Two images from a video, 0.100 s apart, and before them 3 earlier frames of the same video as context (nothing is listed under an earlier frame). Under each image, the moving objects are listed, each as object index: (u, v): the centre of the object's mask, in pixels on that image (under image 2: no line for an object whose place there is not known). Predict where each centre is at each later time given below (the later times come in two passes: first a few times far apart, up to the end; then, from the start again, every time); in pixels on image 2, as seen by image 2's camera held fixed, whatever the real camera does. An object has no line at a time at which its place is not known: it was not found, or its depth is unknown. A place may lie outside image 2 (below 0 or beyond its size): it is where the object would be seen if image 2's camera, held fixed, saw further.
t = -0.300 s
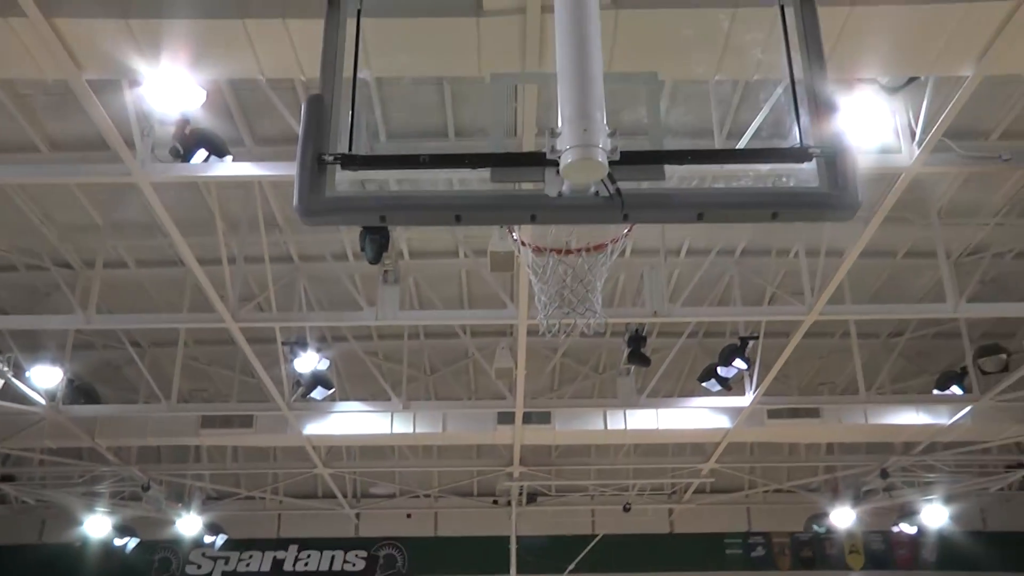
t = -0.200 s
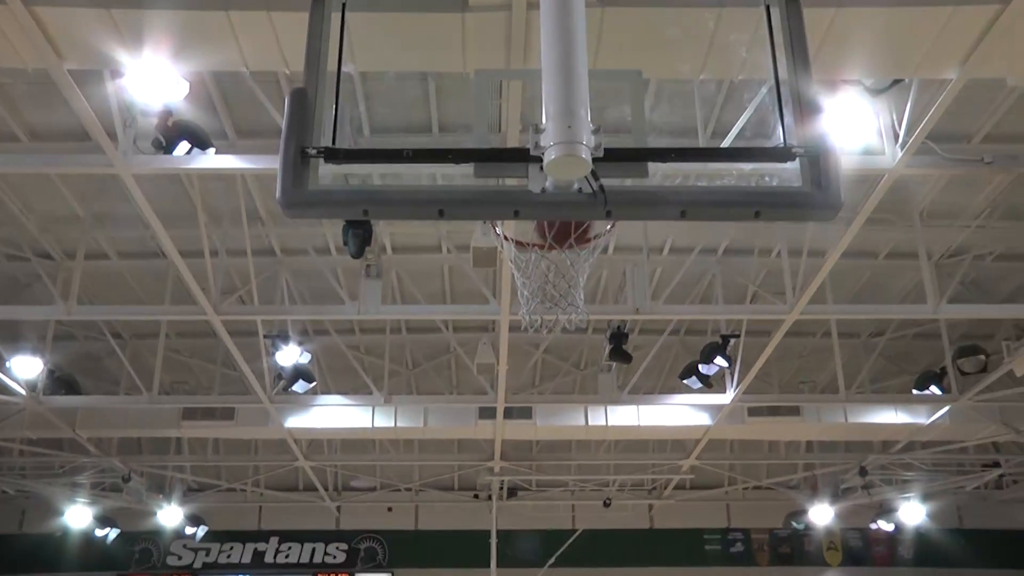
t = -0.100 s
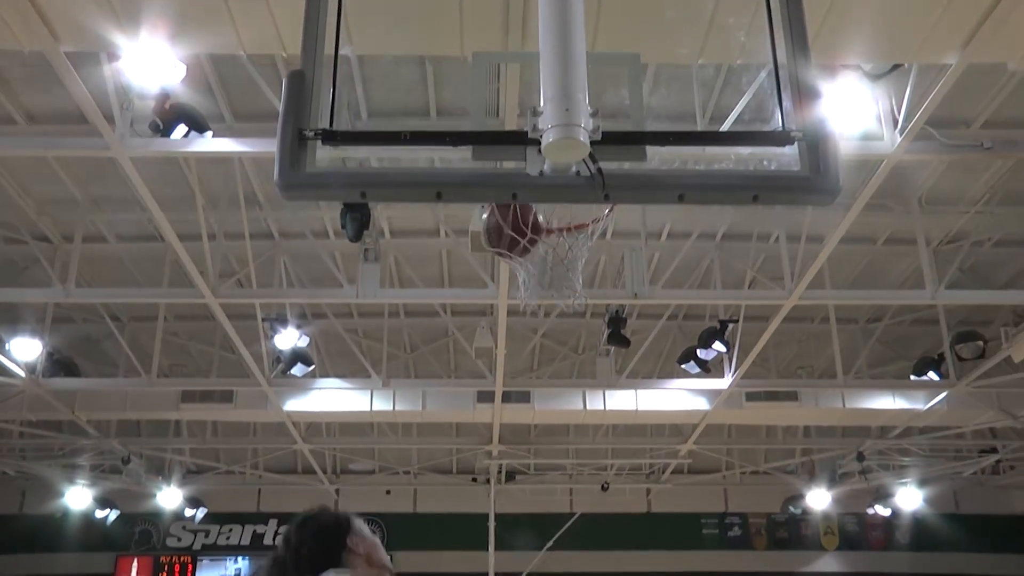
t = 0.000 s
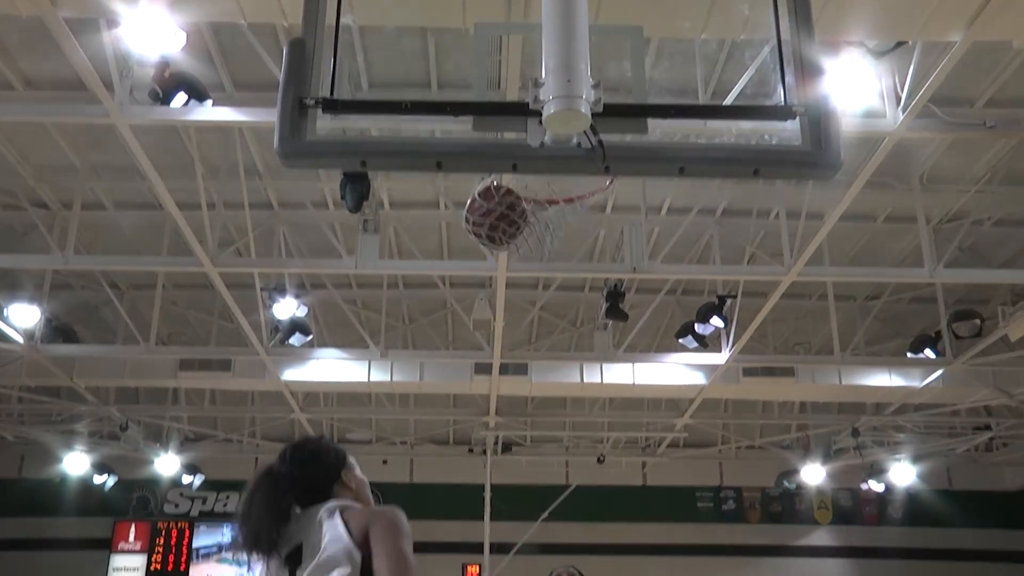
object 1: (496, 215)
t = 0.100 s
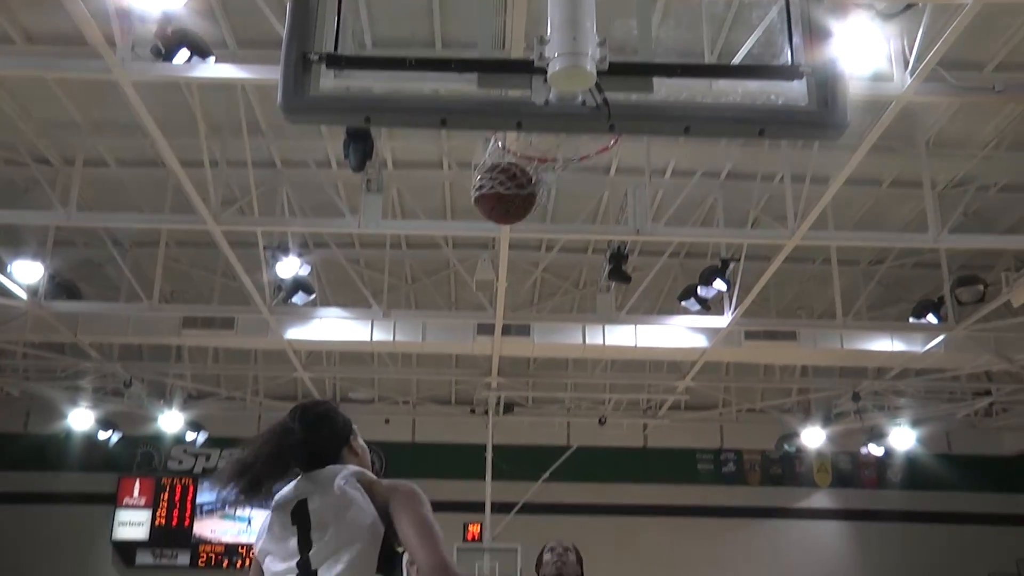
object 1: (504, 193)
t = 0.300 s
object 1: (538, 291)
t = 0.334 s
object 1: (547, 318)
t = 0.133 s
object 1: (511, 202)
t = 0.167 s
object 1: (517, 214)
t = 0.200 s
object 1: (521, 228)
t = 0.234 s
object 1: (527, 248)
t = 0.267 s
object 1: (532, 268)
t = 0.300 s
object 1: (538, 291)
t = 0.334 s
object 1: (547, 318)
